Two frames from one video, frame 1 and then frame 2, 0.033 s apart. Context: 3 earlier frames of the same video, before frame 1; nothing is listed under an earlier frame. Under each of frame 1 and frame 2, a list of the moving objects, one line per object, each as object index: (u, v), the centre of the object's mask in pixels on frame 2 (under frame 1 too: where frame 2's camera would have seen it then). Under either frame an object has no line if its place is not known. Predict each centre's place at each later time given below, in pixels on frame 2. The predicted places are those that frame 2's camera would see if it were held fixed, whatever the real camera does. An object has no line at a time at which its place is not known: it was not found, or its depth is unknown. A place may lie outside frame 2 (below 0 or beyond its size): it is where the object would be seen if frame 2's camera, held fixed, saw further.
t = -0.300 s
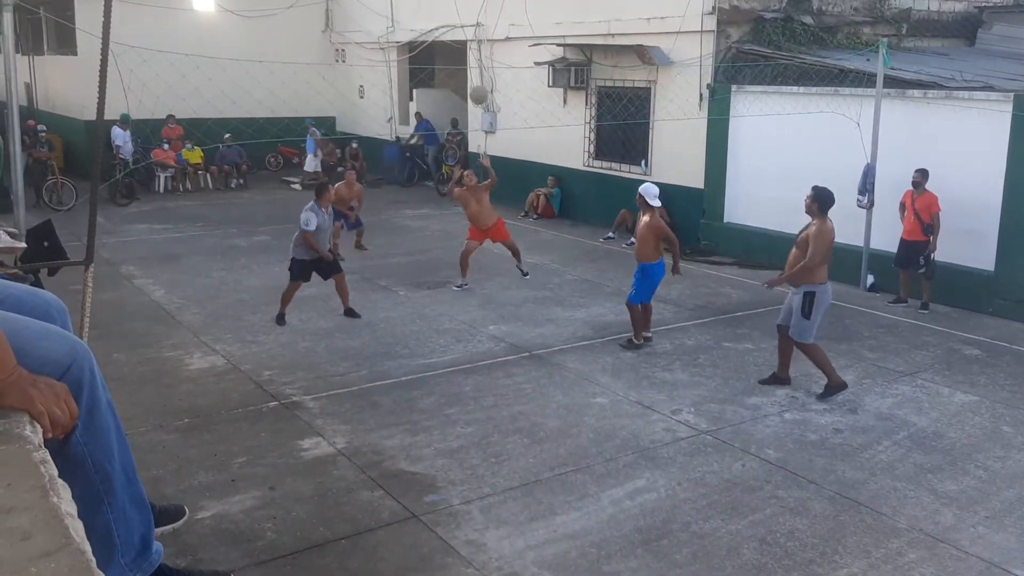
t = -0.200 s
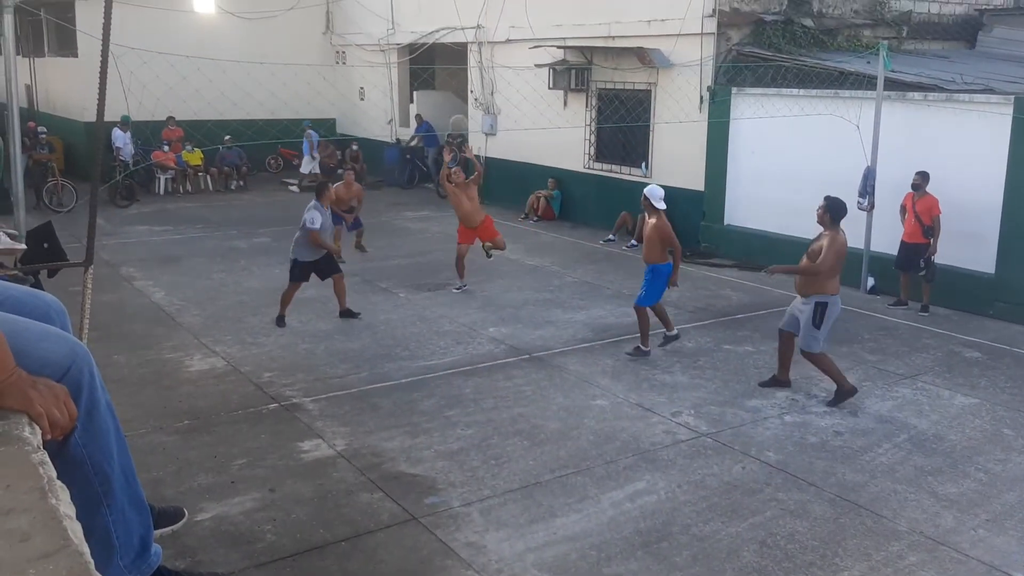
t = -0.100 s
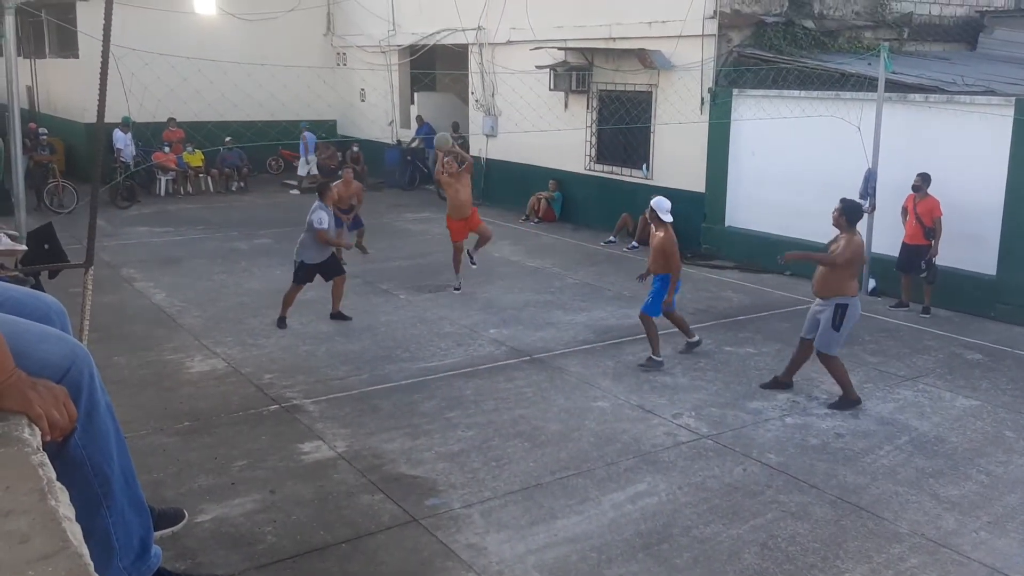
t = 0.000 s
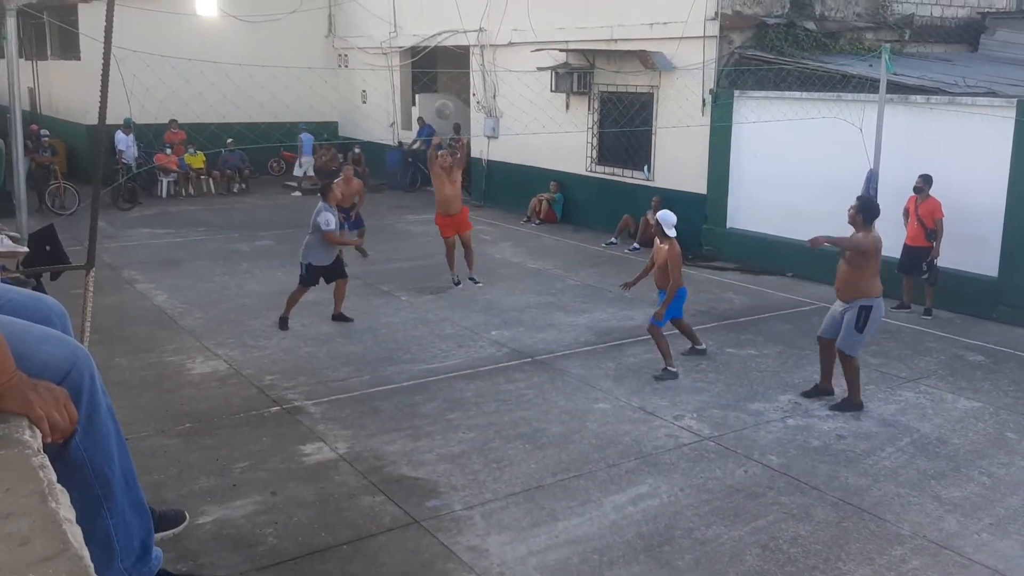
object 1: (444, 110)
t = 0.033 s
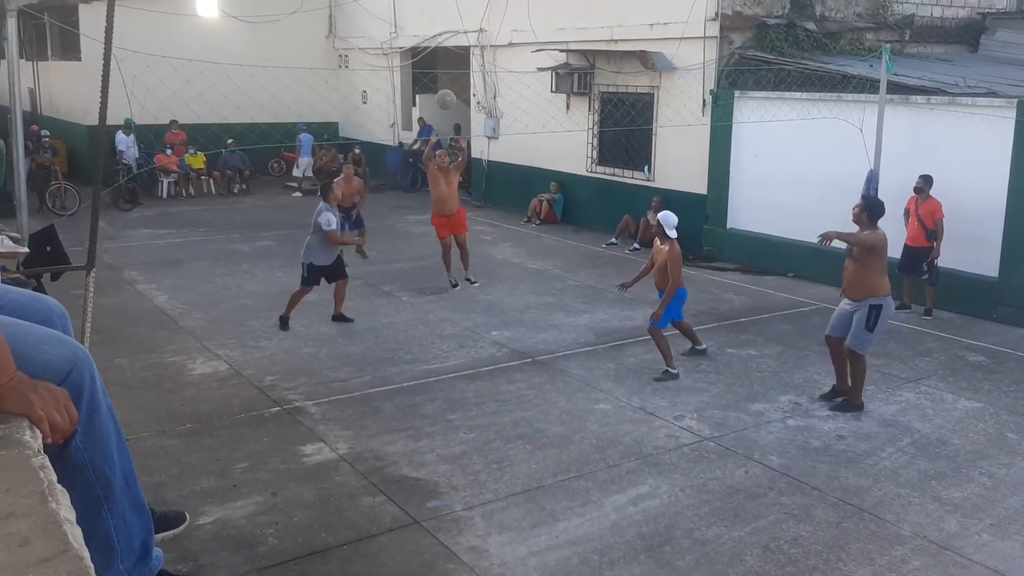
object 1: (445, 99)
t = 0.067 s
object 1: (447, 89)
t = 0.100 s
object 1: (448, 82)
